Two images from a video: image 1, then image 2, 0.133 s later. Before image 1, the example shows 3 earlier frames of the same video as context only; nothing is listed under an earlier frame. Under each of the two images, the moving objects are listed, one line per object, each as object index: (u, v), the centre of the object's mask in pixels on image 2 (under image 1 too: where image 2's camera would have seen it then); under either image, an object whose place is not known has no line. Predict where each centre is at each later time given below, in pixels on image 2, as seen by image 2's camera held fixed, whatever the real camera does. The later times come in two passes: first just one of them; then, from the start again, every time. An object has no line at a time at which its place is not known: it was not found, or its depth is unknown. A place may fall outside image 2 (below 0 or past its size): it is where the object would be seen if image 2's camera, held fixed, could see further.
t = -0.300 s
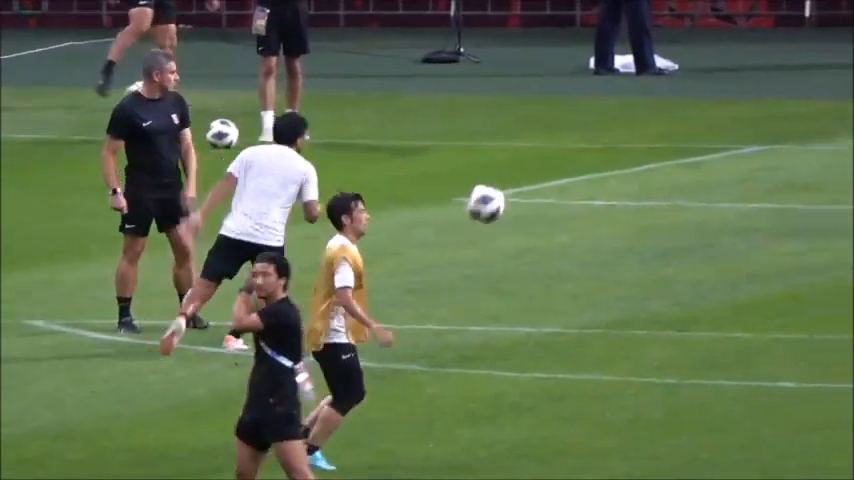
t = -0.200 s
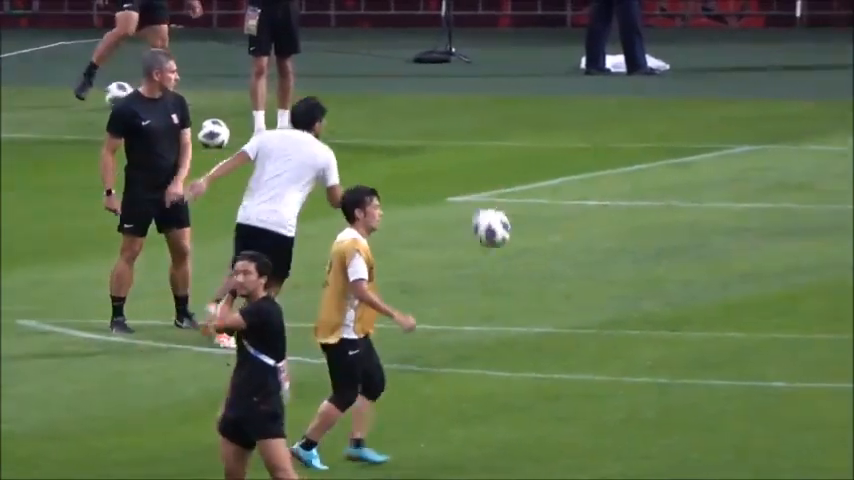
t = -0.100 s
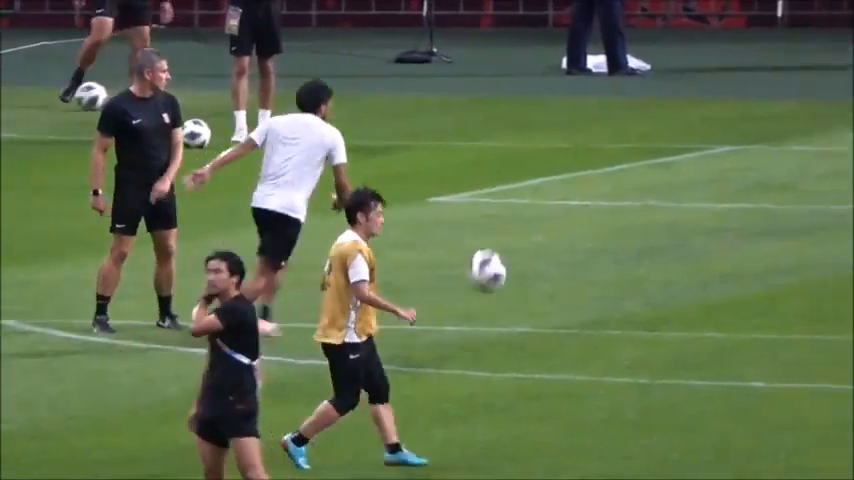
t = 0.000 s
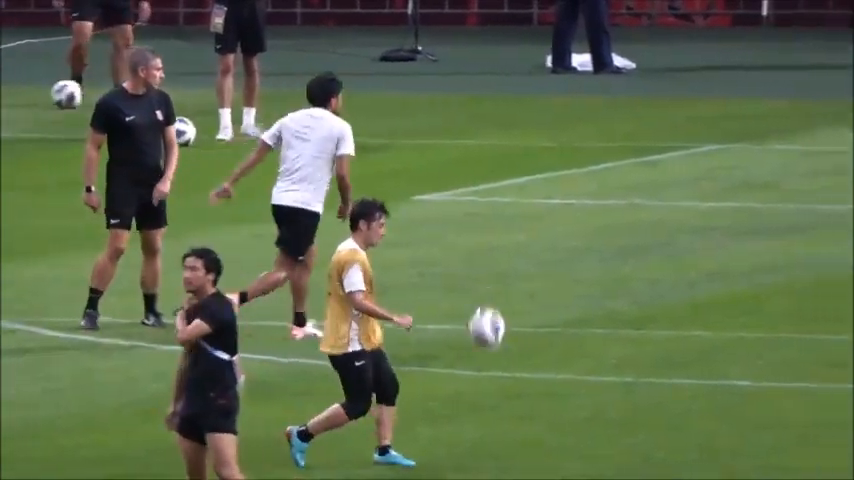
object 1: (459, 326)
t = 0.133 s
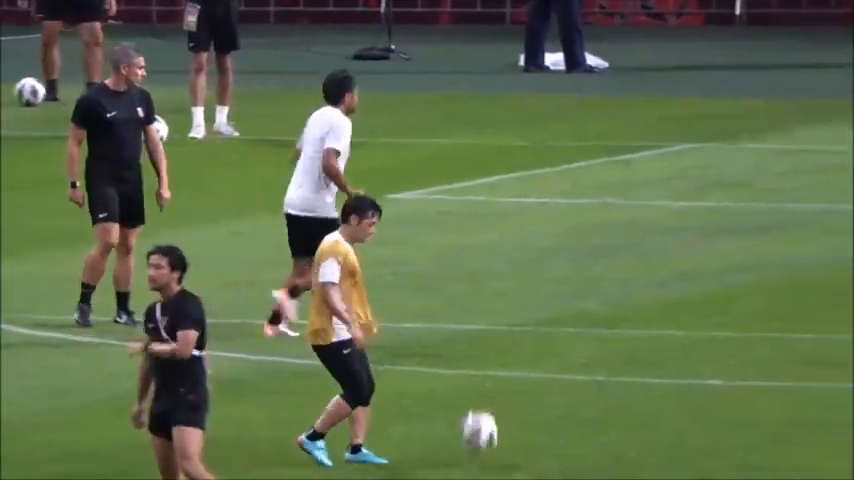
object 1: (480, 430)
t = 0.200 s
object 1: (479, 428)
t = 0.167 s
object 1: (480, 445)
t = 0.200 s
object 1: (479, 428)
